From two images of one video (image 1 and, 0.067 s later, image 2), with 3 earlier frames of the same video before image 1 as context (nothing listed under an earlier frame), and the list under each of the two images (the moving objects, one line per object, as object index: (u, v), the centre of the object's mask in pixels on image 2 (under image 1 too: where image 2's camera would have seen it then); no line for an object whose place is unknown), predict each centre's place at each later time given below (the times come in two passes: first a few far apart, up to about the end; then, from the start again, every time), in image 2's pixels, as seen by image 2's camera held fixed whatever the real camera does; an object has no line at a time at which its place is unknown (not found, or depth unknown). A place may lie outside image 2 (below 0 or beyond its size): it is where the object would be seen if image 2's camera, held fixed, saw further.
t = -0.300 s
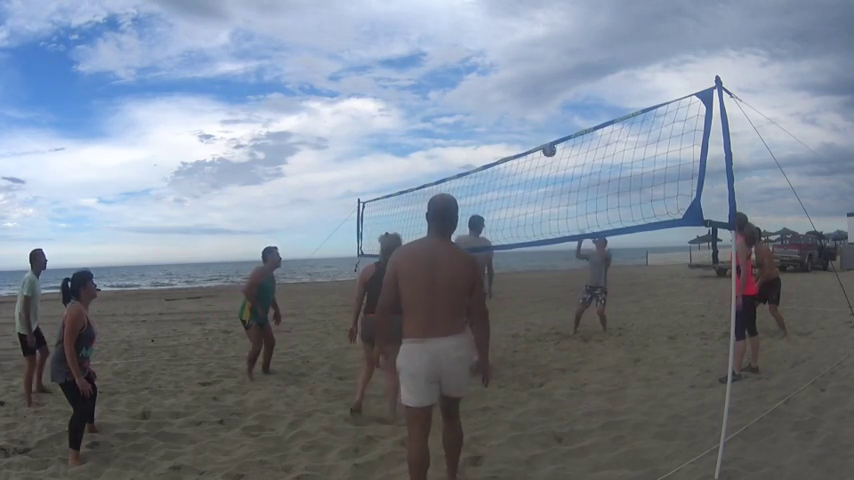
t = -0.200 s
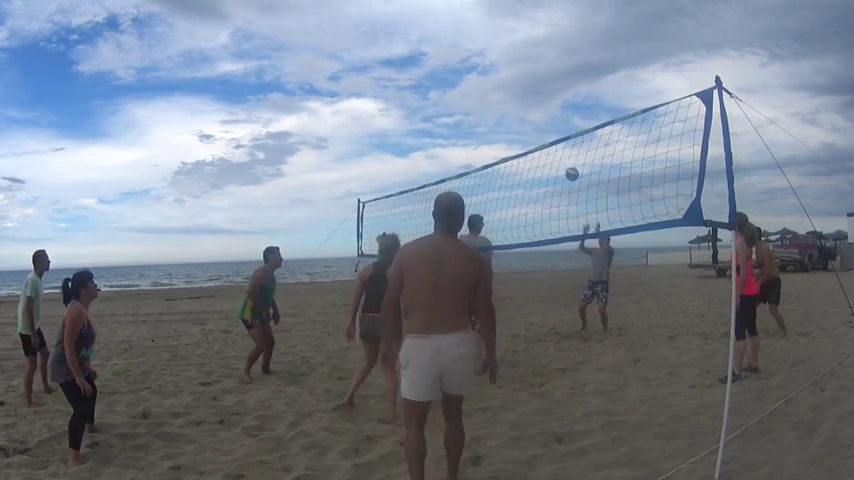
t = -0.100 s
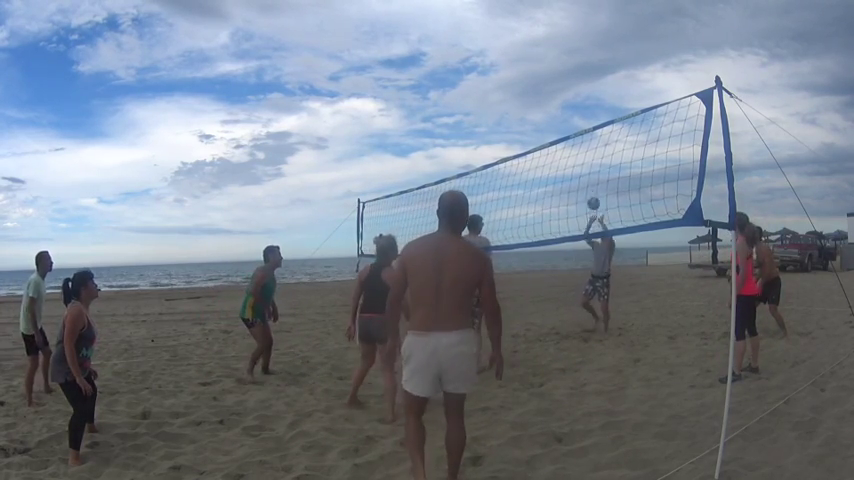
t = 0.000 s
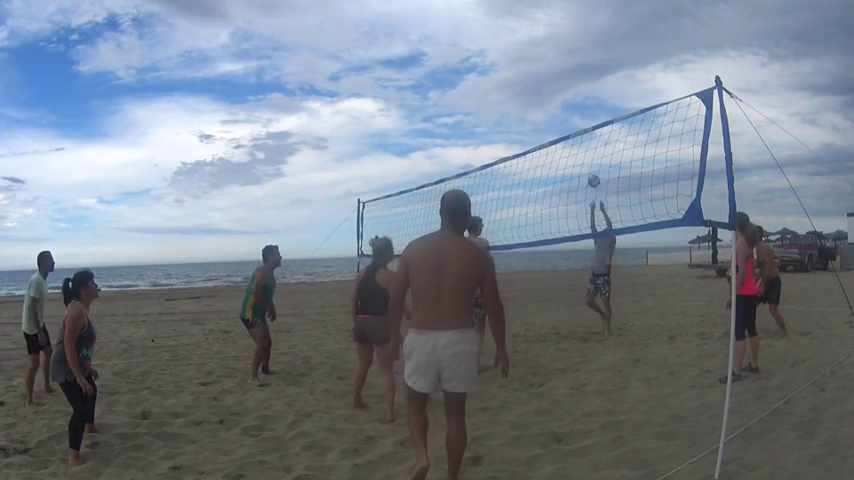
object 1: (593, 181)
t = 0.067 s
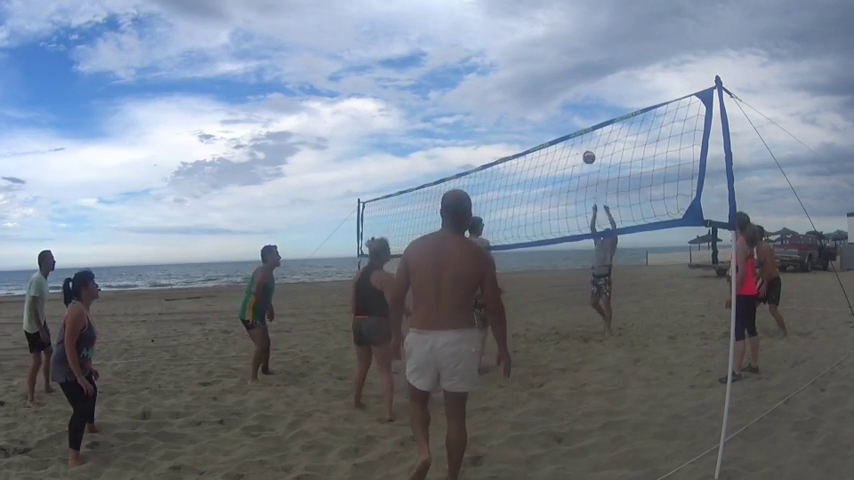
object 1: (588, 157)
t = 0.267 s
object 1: (574, 103)
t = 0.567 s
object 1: (555, 65)
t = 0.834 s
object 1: (543, 73)
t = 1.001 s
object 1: (537, 100)
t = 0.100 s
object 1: (586, 146)
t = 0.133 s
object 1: (584, 137)
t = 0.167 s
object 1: (581, 126)
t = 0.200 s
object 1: (579, 119)
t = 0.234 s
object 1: (577, 110)
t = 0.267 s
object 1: (574, 103)
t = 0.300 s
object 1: (572, 96)
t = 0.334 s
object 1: (569, 90)
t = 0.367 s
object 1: (567, 85)
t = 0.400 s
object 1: (565, 80)
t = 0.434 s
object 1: (563, 76)
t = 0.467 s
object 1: (561, 72)
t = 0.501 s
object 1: (559, 69)
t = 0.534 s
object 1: (558, 67)
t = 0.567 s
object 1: (555, 65)
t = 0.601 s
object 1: (554, 64)
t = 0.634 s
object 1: (552, 63)
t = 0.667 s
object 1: (551, 63)
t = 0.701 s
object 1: (549, 64)
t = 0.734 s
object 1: (547, 65)
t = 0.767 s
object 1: (546, 67)
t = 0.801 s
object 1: (545, 70)
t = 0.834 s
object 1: (543, 73)
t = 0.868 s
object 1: (542, 77)
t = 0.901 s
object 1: (541, 81)
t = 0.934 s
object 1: (540, 87)
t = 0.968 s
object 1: (538, 93)
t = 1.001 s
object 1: (537, 100)
